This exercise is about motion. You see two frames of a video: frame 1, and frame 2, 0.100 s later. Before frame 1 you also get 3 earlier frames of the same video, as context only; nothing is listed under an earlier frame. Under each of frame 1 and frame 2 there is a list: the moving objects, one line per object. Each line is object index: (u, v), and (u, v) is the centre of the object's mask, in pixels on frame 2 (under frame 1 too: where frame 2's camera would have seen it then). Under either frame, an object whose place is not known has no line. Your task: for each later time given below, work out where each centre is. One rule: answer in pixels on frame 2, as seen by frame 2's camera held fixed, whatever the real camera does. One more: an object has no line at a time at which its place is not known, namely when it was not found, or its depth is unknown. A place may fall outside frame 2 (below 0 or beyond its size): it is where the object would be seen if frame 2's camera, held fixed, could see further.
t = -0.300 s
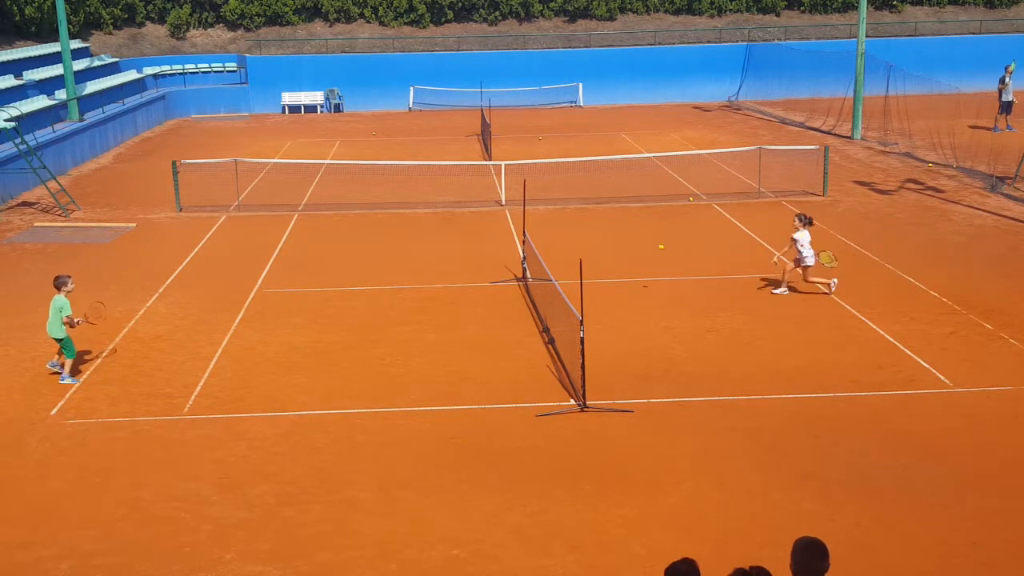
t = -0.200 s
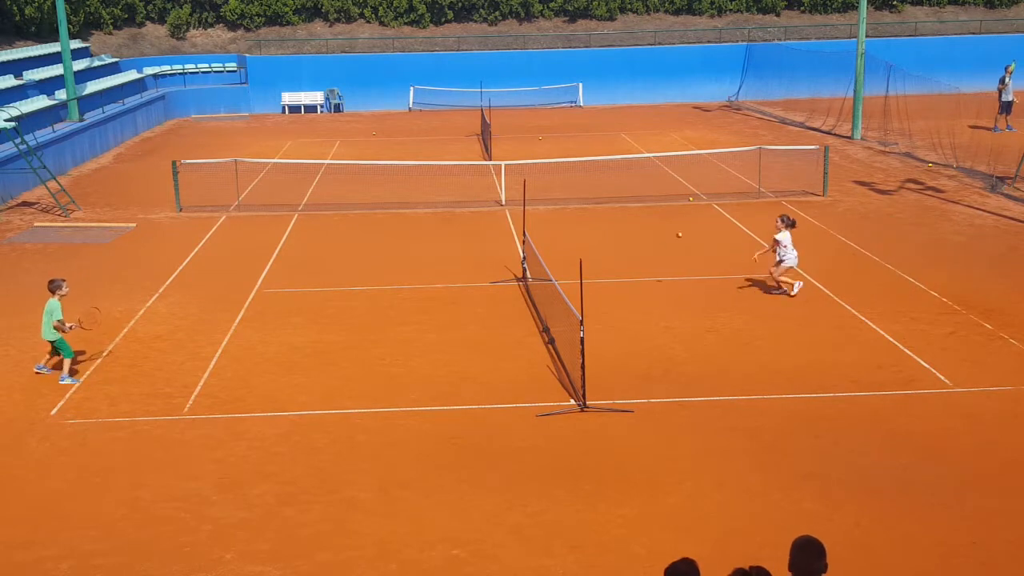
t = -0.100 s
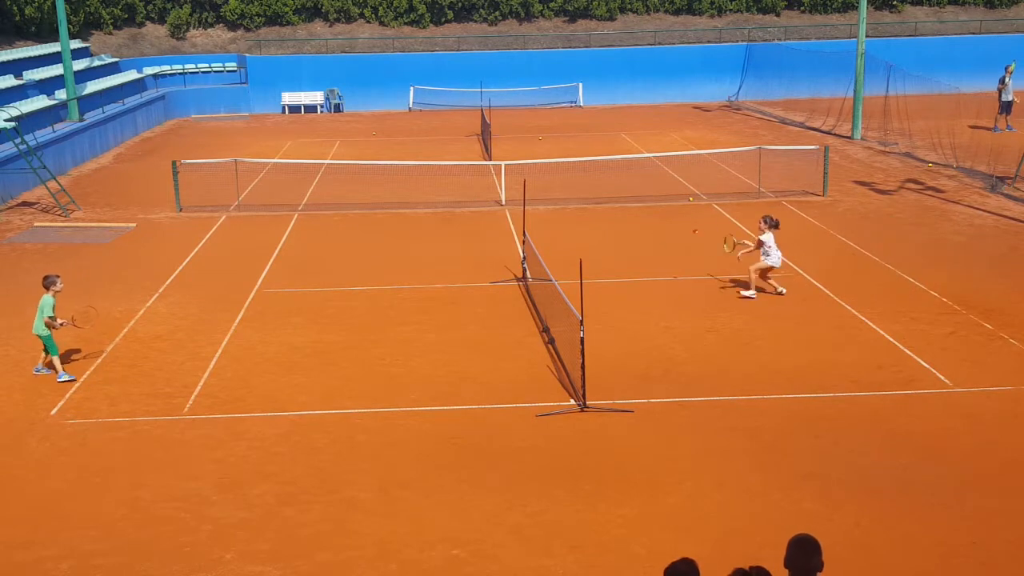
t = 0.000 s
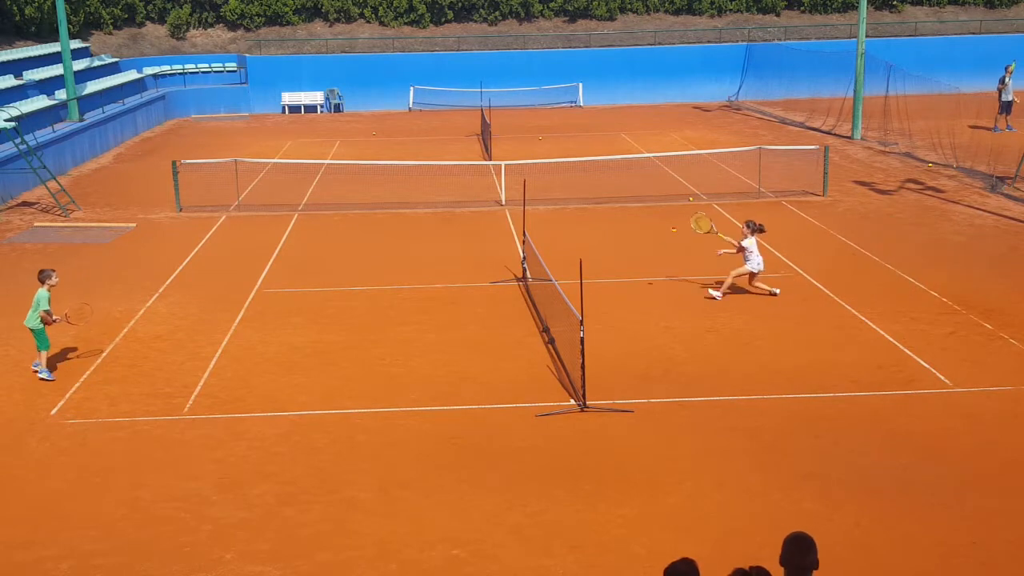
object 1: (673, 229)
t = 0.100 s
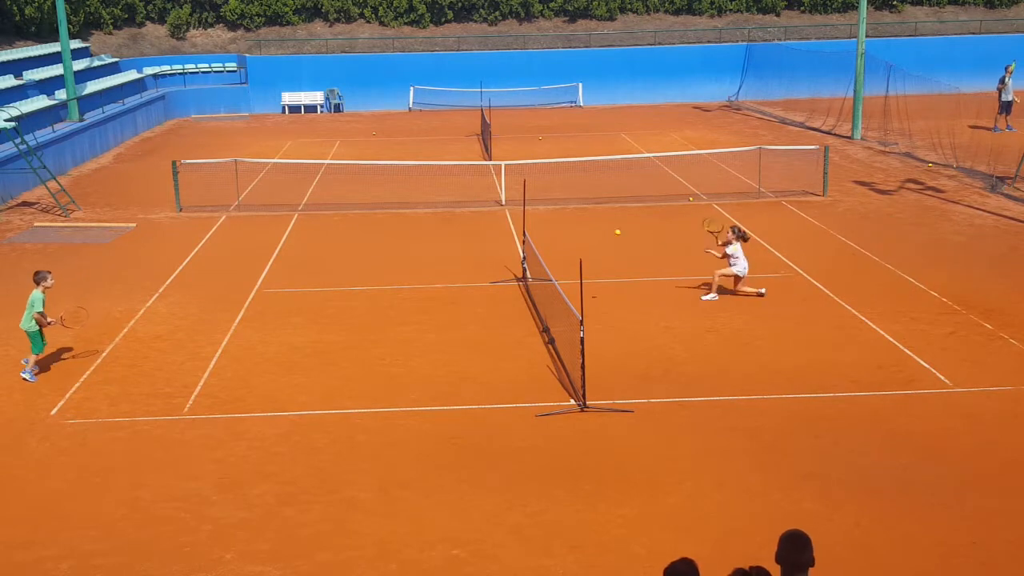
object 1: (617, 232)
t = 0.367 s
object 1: (449, 283)
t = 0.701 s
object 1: (207, 430)
